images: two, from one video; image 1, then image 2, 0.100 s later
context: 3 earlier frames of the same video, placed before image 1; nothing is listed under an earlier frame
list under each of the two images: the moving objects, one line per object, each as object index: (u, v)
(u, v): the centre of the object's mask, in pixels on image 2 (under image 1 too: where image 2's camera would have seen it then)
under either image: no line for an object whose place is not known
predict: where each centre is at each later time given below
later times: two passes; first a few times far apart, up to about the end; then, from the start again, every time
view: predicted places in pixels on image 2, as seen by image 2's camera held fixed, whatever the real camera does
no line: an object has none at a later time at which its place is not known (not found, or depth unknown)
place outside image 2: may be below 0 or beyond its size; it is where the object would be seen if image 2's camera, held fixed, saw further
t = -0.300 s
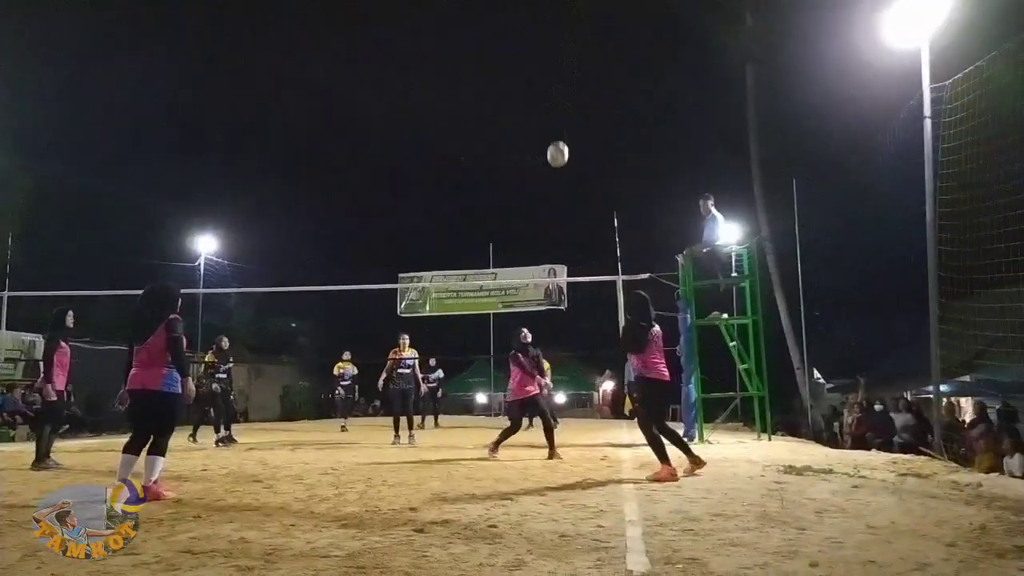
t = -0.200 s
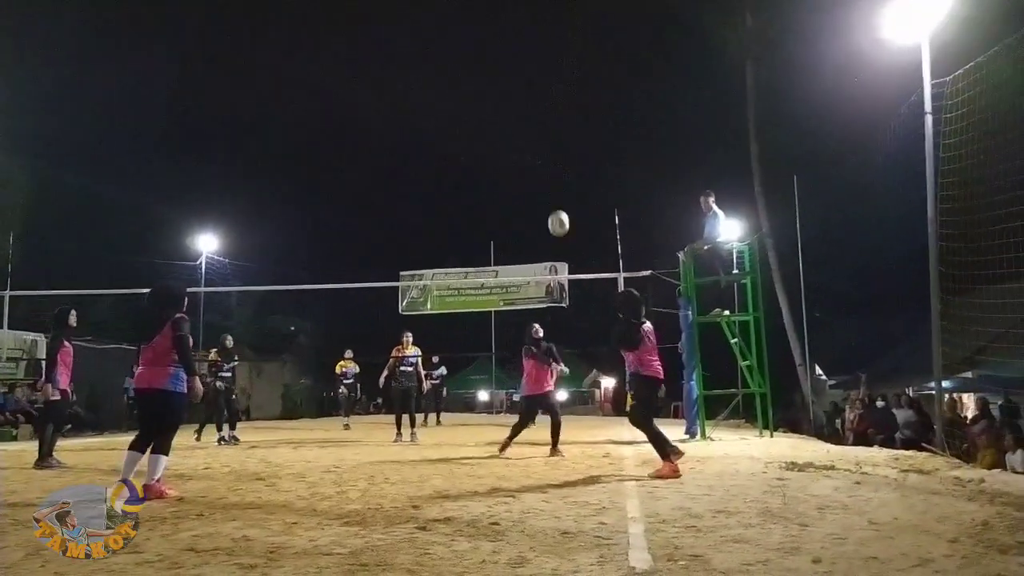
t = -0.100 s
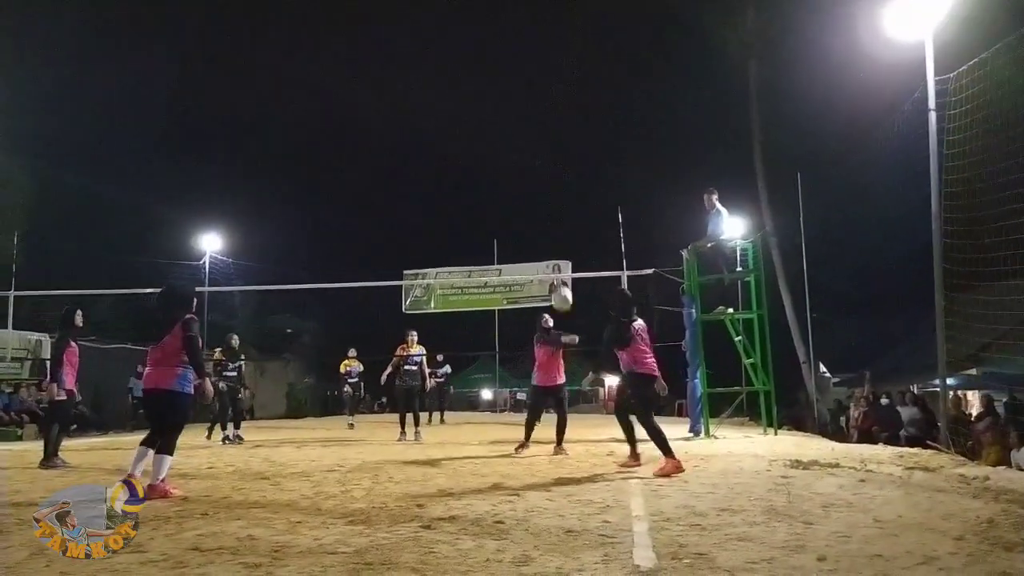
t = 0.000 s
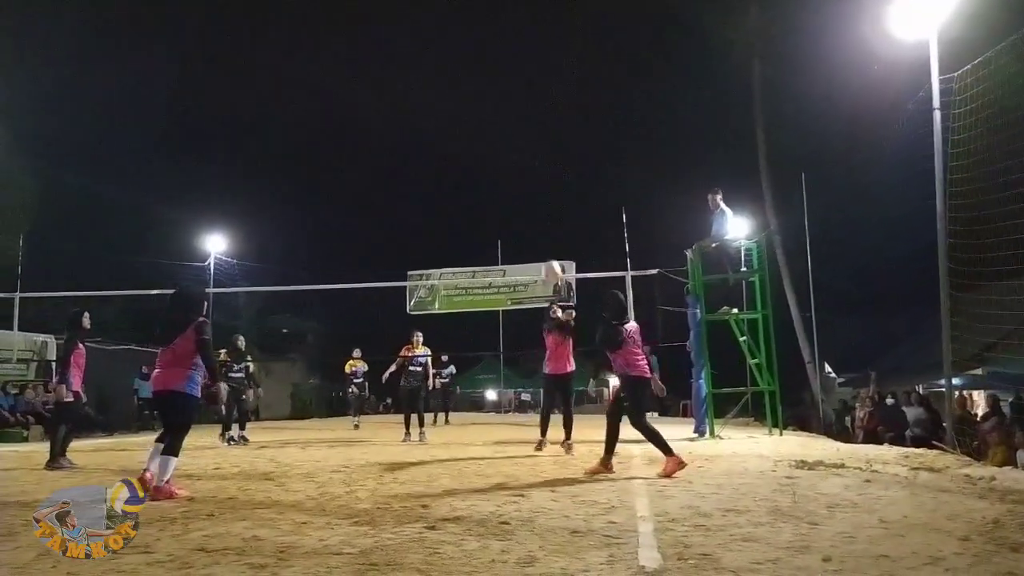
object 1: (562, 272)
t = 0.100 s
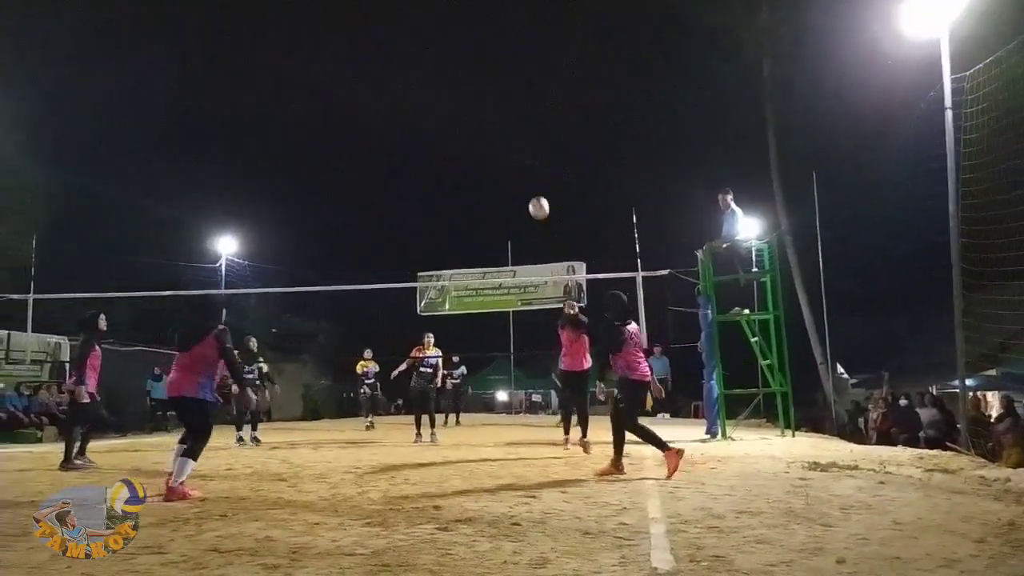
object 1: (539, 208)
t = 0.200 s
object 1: (517, 154)
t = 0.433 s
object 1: (471, 65)
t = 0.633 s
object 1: (432, 27)
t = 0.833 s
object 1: (398, 25)
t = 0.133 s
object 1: (532, 189)
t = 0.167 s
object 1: (525, 171)
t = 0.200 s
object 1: (517, 154)
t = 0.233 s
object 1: (511, 138)
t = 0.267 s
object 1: (504, 123)
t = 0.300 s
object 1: (497, 109)
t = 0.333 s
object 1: (490, 97)
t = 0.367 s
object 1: (484, 85)
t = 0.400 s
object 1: (477, 75)
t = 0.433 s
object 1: (471, 65)
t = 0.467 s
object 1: (464, 56)
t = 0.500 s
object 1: (458, 48)
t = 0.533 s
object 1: (451, 41)
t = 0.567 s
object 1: (444, 36)
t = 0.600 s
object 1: (438, 31)
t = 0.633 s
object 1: (432, 27)
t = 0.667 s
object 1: (426, 25)
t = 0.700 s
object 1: (421, 23)
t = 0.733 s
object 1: (415, 22)
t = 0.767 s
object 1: (409, 22)
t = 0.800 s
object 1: (403, 23)
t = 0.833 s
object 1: (398, 25)
